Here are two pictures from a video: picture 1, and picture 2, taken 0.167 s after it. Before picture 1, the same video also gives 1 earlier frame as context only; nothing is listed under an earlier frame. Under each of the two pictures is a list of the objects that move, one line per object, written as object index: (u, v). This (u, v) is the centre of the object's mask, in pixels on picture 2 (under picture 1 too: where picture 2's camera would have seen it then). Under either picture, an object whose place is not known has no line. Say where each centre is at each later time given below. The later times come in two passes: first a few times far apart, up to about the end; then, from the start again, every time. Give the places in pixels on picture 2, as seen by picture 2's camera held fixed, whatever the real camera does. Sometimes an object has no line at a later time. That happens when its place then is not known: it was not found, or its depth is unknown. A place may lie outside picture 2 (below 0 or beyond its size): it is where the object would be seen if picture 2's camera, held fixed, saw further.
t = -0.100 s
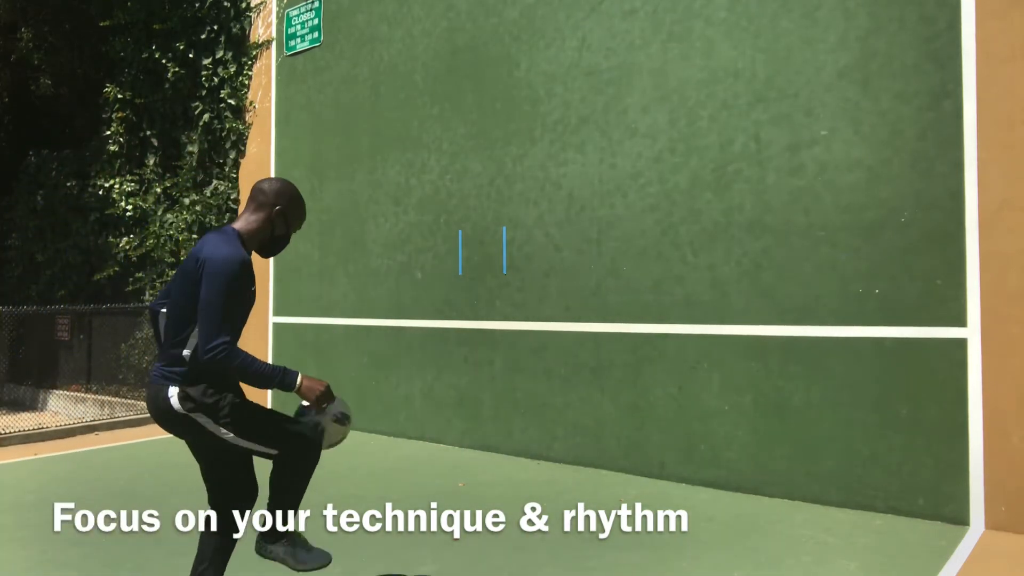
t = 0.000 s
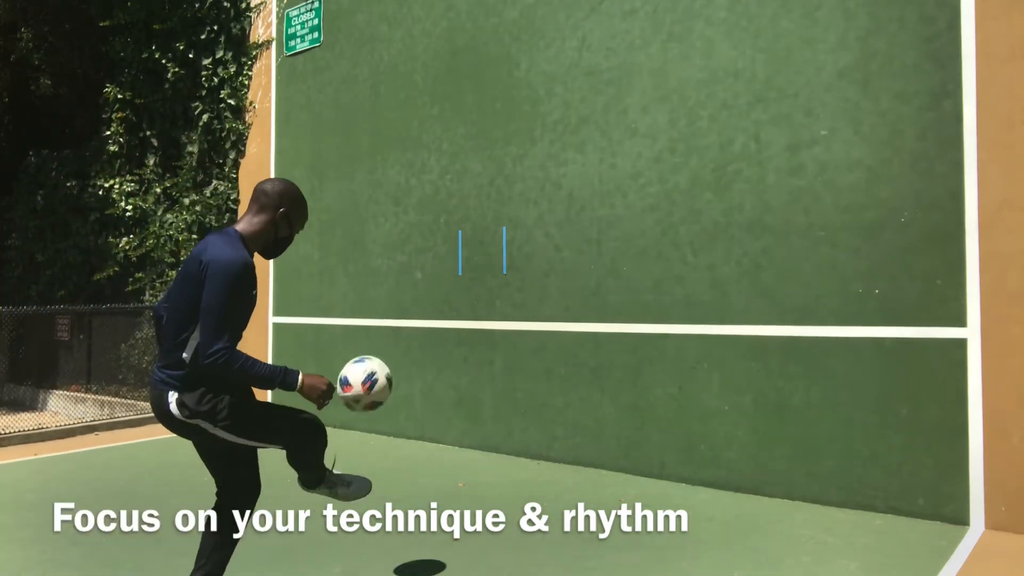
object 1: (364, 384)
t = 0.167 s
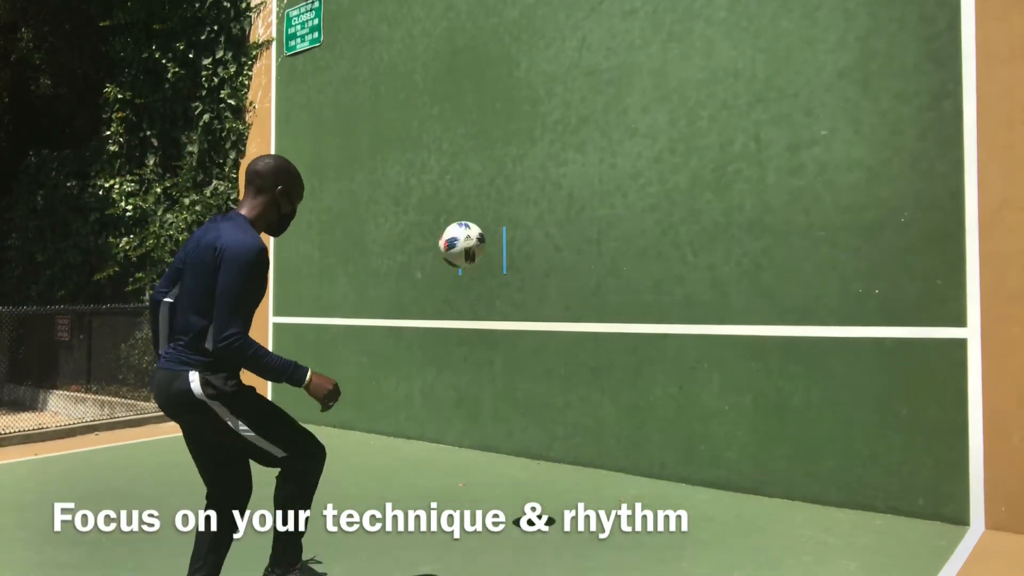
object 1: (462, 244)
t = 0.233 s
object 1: (493, 216)
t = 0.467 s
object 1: (577, 196)
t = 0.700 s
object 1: (638, 261)
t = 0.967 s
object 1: (579, 350)
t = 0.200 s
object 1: (478, 229)
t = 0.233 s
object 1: (493, 216)
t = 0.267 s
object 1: (507, 206)
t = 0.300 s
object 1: (520, 199)
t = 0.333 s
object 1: (532, 195)
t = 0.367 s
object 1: (544, 192)
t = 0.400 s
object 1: (556, 191)
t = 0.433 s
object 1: (566, 193)
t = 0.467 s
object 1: (577, 196)
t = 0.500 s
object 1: (586, 201)
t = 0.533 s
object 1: (596, 207)
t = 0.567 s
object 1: (605, 215)
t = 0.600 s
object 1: (614, 225)
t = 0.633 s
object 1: (622, 236)
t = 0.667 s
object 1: (630, 248)
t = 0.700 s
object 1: (638, 261)
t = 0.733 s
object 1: (633, 266)
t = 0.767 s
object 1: (626, 271)
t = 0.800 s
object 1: (618, 279)
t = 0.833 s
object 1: (611, 289)
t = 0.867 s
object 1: (603, 301)
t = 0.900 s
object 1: (595, 315)
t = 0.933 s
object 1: (588, 331)
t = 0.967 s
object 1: (579, 350)
